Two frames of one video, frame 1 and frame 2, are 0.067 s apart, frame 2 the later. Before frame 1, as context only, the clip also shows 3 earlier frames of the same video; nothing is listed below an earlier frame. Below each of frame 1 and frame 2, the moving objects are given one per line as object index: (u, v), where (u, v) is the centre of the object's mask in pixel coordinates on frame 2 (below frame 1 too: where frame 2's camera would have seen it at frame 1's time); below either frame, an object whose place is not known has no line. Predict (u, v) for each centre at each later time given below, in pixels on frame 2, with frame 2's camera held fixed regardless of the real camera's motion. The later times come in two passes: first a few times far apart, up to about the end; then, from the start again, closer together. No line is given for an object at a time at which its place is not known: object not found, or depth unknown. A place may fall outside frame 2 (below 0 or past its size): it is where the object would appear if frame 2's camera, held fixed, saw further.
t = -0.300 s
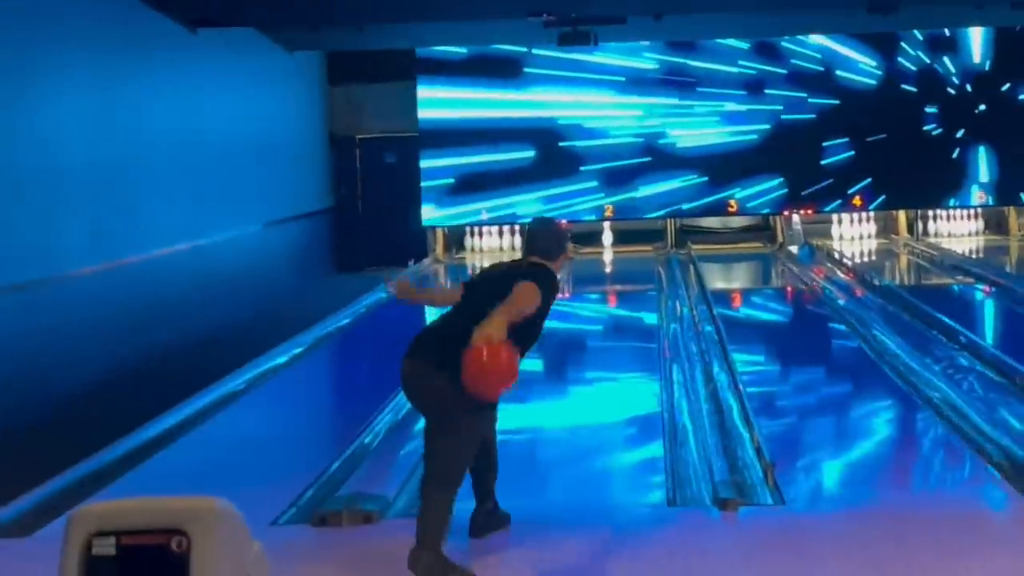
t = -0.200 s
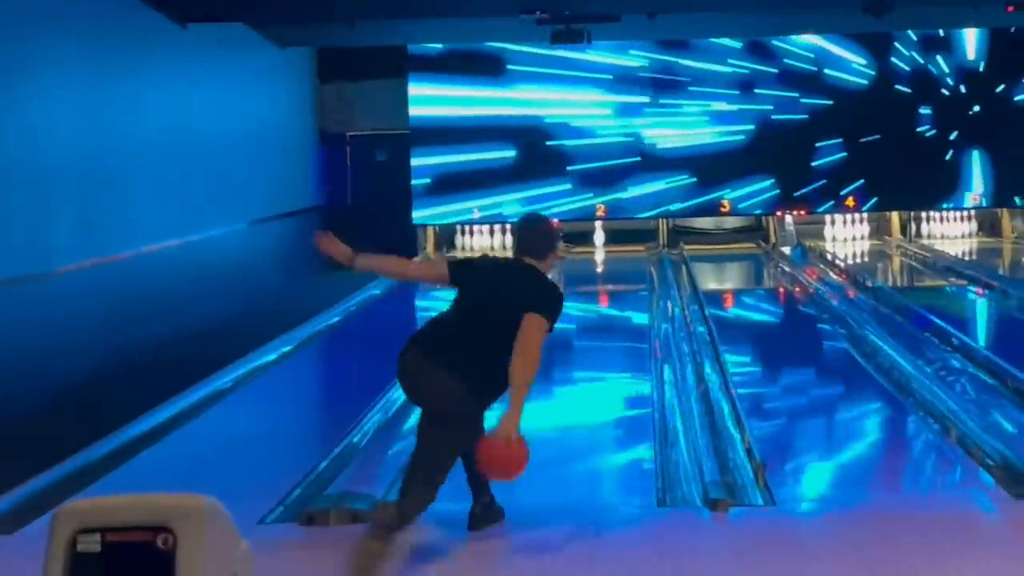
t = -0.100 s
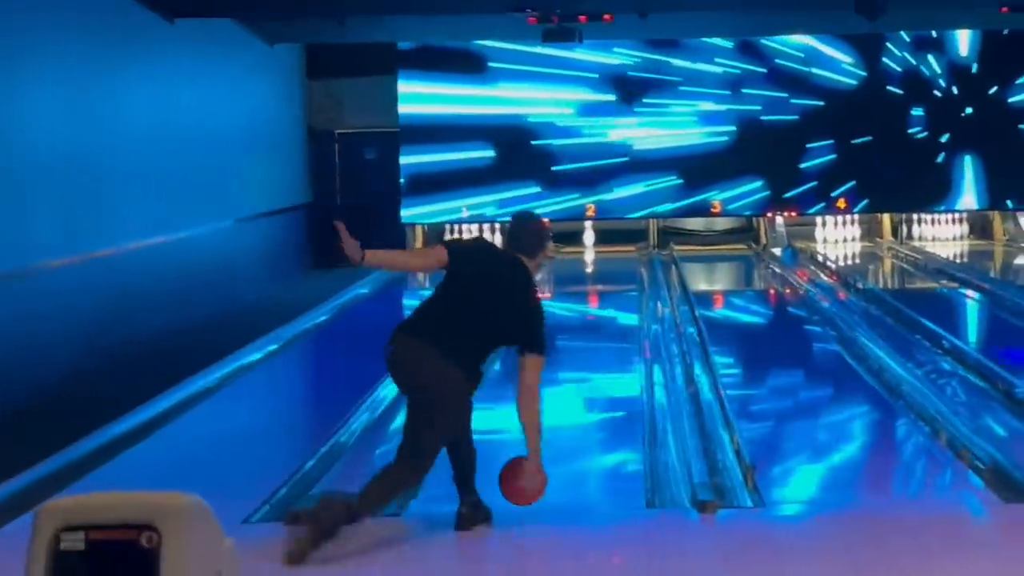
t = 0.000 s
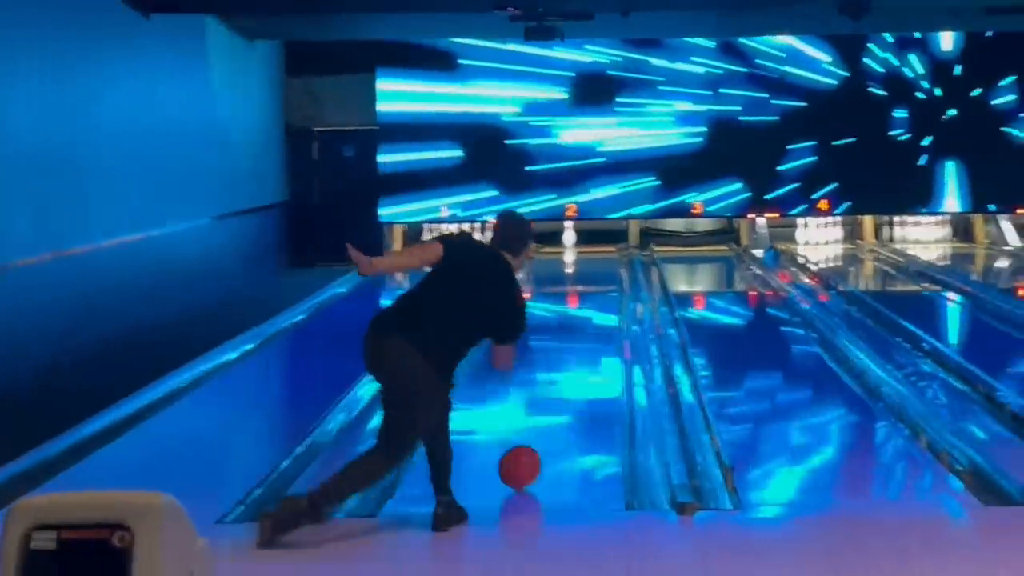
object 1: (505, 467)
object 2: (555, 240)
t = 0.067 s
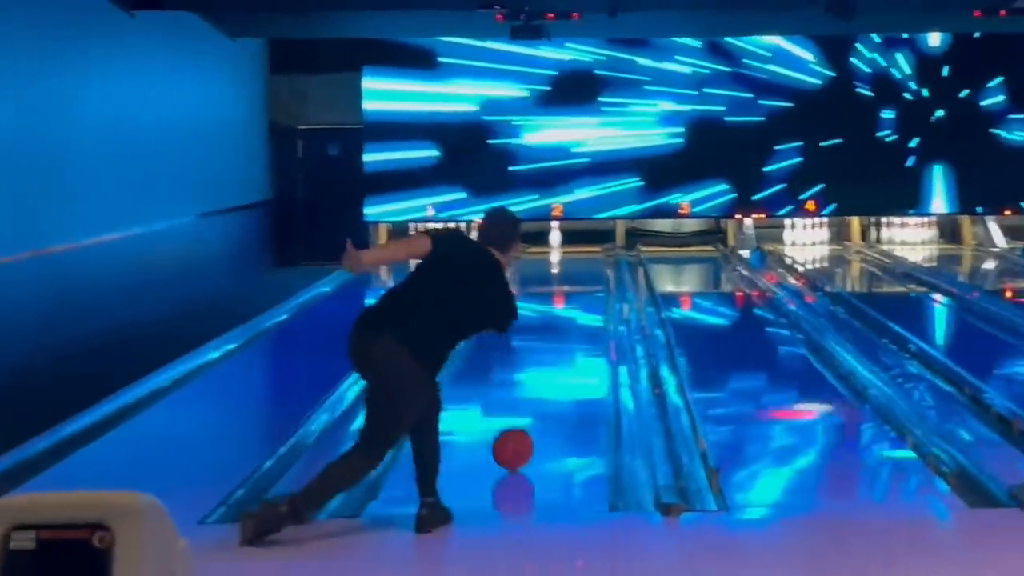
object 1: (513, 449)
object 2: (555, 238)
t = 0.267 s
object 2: (557, 234)
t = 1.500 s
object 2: (559, 232)
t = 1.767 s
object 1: (579, 260)
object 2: (558, 233)
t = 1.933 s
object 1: (579, 253)
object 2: (558, 235)
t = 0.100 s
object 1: (516, 441)
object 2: (556, 237)
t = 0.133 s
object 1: (519, 433)
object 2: (556, 236)
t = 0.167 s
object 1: (522, 424)
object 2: (556, 235)
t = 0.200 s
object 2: (557, 234)
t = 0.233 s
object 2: (557, 234)
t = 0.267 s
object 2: (557, 234)
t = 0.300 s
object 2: (557, 234)
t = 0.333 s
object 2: (557, 233)
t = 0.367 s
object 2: (558, 233)
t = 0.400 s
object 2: (558, 232)
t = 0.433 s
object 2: (558, 232)
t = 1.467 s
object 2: (559, 232)
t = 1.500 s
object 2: (559, 232)
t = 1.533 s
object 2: (559, 232)
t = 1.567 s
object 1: (579, 269)
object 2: (559, 232)
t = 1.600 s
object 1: (579, 268)
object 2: (558, 233)
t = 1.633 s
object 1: (579, 266)
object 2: (558, 233)
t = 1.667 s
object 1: (579, 264)
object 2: (558, 233)
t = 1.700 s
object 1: (579, 263)
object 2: (558, 233)
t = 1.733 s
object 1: (579, 261)
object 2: (558, 233)
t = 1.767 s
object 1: (579, 260)
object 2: (558, 233)
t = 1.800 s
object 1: (579, 258)
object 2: (557, 234)
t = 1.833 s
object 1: (579, 257)
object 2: (558, 234)
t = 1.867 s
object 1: (579, 256)
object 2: (557, 235)
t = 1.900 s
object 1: (579, 254)
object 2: (558, 234)
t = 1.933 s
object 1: (579, 253)
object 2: (558, 235)
